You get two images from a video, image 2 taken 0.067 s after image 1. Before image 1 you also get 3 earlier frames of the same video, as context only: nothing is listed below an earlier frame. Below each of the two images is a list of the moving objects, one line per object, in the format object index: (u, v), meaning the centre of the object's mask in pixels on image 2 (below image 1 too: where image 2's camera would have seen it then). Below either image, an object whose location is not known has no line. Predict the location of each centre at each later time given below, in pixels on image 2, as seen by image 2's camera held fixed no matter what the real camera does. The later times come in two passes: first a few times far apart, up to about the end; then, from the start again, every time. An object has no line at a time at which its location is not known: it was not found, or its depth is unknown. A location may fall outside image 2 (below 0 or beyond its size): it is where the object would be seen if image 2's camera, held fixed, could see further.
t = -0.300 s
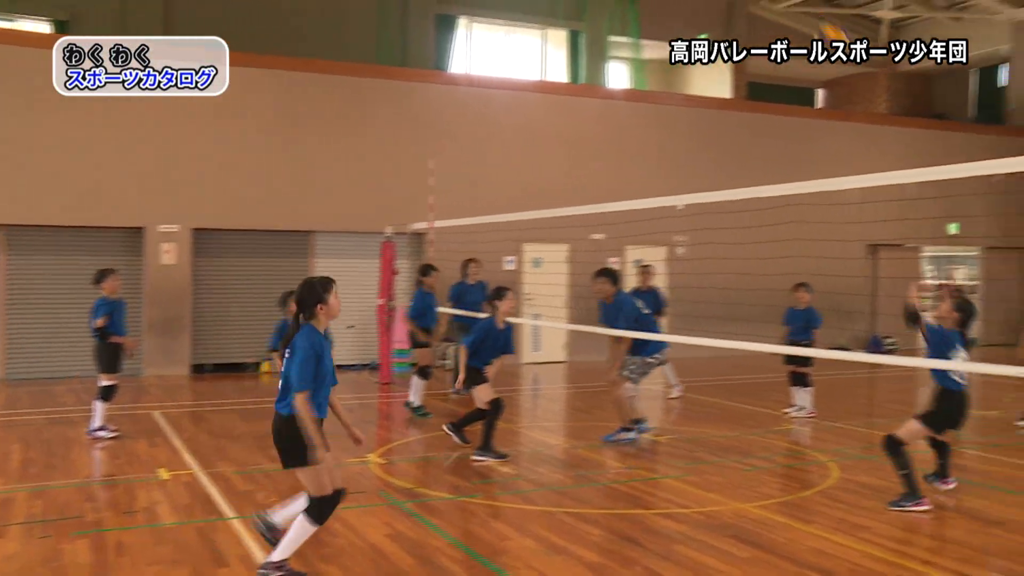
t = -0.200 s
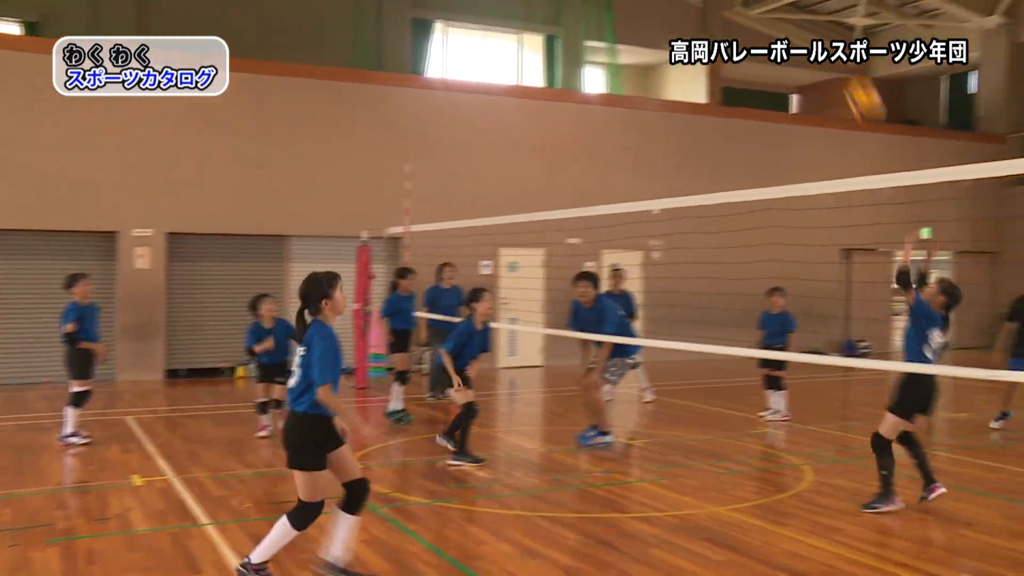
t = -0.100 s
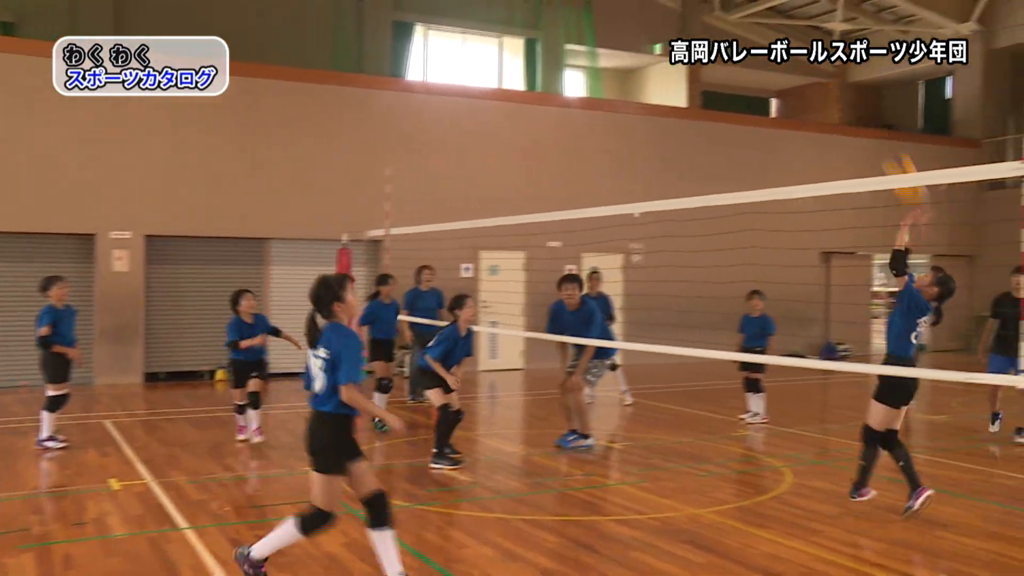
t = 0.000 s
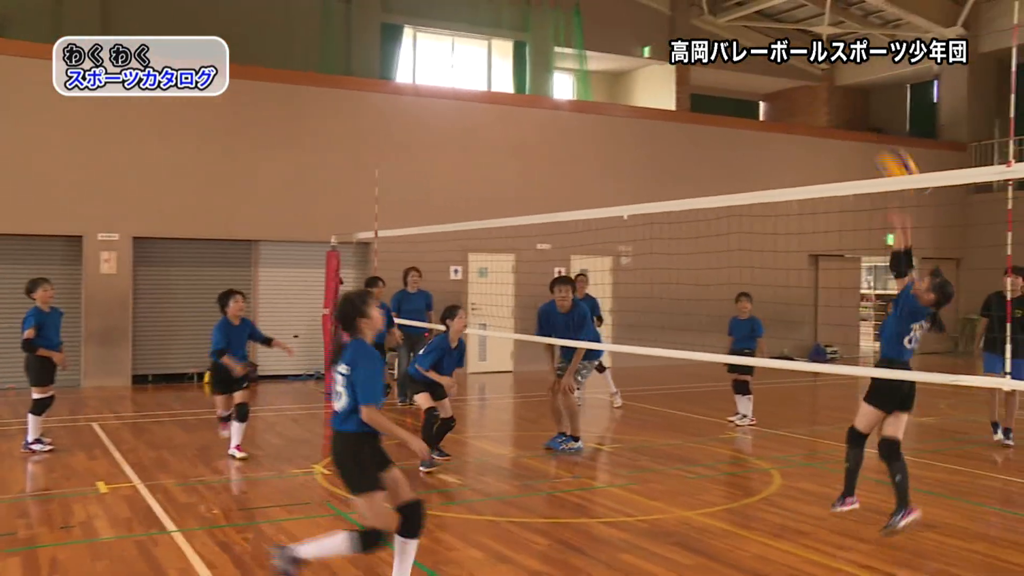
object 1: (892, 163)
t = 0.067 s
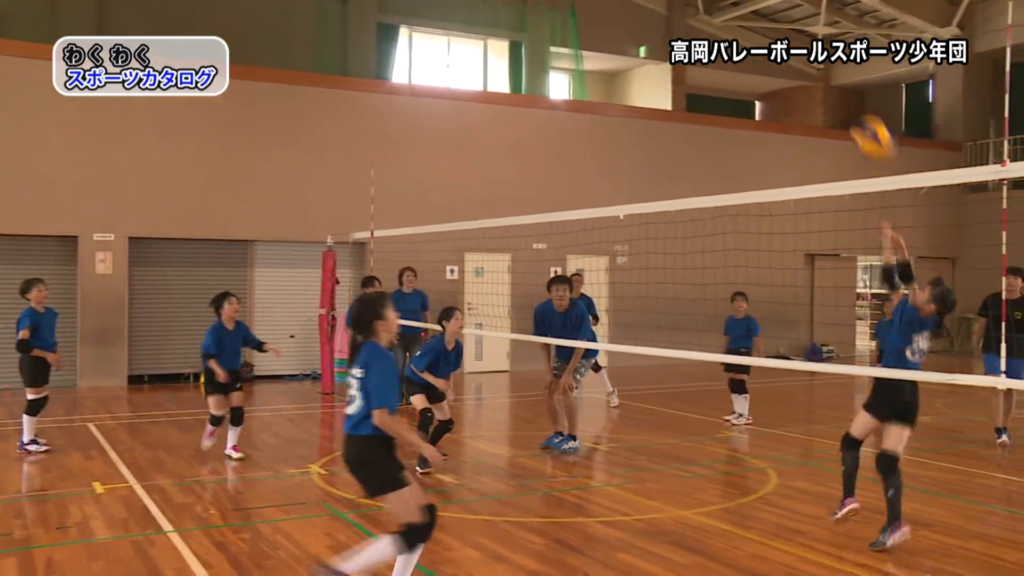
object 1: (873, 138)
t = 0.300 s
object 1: (798, 81)
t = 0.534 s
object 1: (701, 119)
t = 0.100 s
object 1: (864, 124)
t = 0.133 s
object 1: (853, 112)
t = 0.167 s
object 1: (842, 101)
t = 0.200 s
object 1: (832, 93)
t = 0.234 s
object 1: (819, 86)
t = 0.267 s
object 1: (808, 82)
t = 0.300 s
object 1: (798, 81)
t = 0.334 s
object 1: (783, 80)
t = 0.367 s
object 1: (770, 82)
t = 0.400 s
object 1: (758, 83)
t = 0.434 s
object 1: (744, 88)
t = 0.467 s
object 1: (729, 94)
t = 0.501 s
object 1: (716, 104)
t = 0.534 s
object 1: (701, 119)
